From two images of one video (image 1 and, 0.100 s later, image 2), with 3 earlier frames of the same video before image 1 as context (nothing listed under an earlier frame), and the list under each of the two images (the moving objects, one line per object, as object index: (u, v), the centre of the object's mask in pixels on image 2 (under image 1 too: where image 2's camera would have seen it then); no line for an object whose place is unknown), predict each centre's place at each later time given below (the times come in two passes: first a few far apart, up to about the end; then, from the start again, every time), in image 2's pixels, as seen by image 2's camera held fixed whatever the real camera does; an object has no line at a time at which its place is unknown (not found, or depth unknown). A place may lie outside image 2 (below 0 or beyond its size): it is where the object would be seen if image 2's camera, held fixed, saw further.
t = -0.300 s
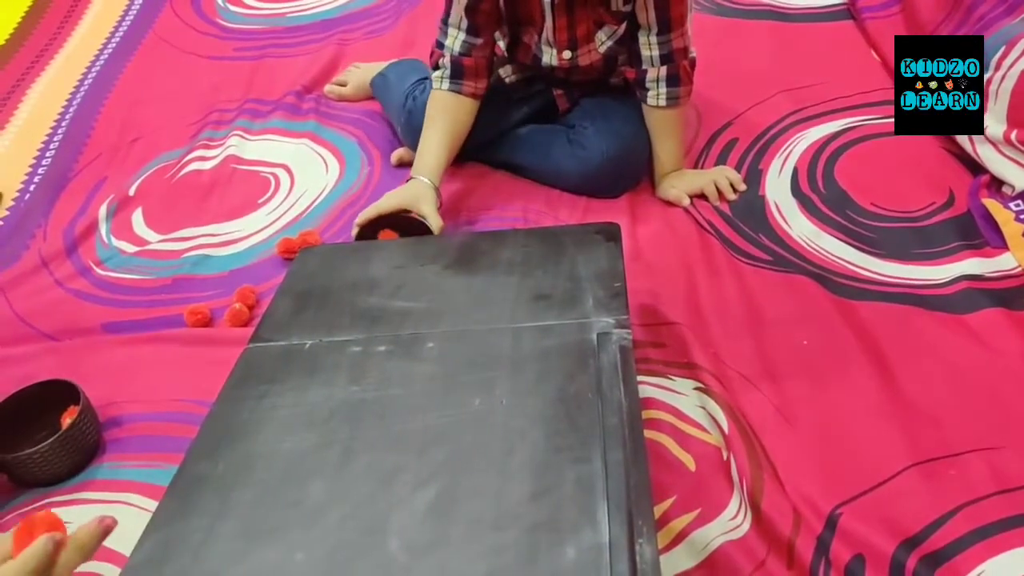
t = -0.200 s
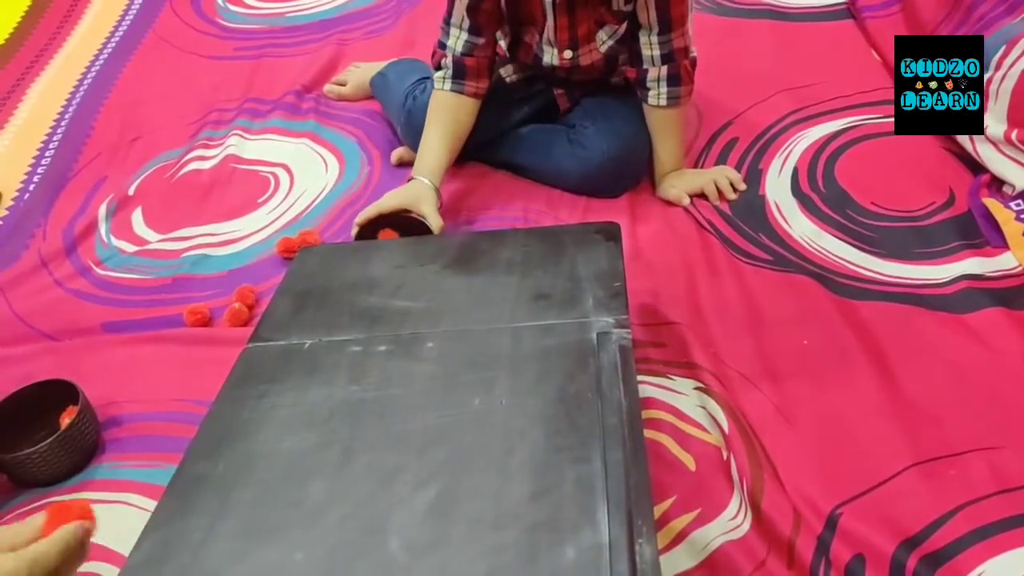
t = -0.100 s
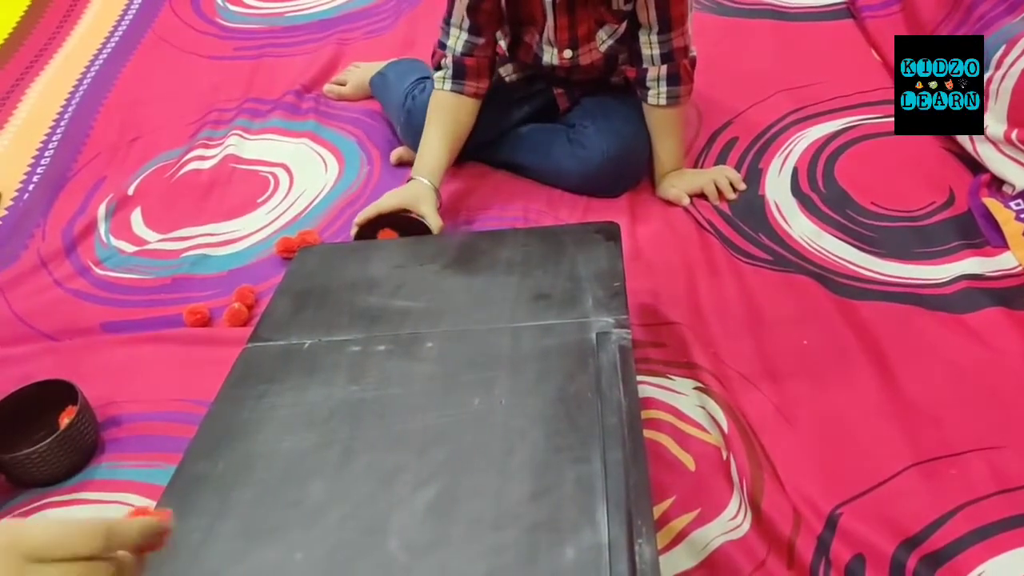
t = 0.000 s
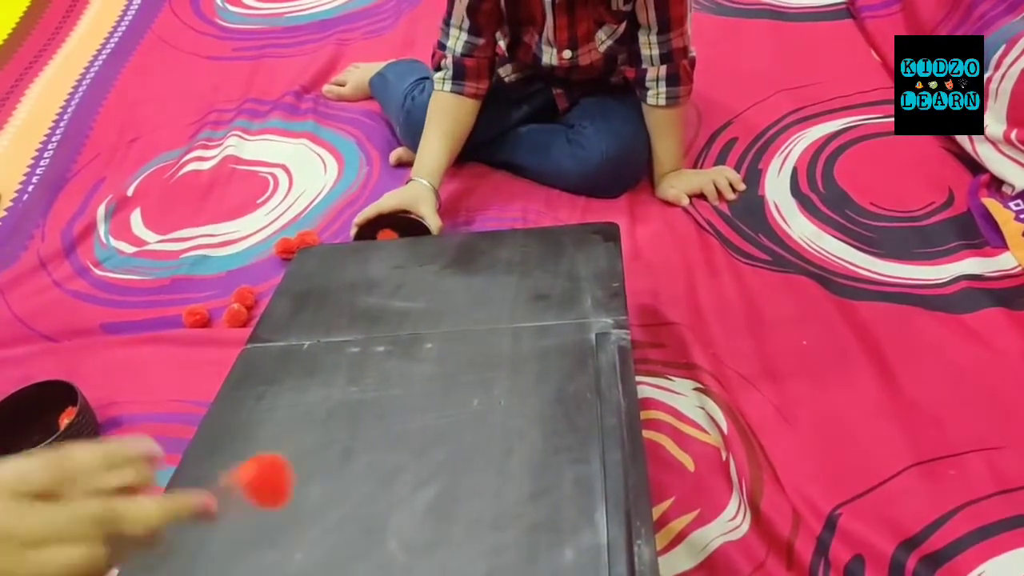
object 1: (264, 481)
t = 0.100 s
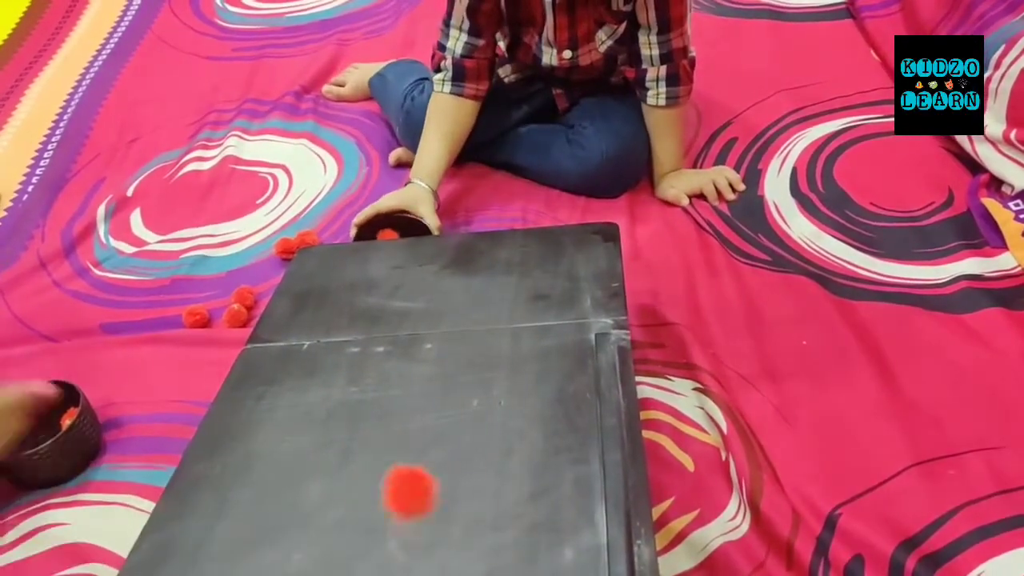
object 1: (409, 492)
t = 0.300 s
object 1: (542, 454)
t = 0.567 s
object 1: (572, 345)
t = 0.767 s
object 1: (577, 286)
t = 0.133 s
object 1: (454, 523)
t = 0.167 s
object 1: (487, 530)
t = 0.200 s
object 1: (504, 496)
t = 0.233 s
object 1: (517, 476)
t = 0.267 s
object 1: (531, 469)
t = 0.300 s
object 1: (542, 454)
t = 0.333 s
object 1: (556, 437)
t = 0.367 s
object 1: (567, 417)
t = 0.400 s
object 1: (577, 402)
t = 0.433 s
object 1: (582, 386)
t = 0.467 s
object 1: (578, 374)
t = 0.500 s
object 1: (574, 369)
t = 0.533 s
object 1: (572, 356)
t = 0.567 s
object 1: (572, 345)
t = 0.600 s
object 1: (571, 336)
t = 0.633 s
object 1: (571, 323)
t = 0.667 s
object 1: (571, 313)
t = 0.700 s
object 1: (573, 303)
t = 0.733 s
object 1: (575, 294)
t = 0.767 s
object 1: (577, 286)
